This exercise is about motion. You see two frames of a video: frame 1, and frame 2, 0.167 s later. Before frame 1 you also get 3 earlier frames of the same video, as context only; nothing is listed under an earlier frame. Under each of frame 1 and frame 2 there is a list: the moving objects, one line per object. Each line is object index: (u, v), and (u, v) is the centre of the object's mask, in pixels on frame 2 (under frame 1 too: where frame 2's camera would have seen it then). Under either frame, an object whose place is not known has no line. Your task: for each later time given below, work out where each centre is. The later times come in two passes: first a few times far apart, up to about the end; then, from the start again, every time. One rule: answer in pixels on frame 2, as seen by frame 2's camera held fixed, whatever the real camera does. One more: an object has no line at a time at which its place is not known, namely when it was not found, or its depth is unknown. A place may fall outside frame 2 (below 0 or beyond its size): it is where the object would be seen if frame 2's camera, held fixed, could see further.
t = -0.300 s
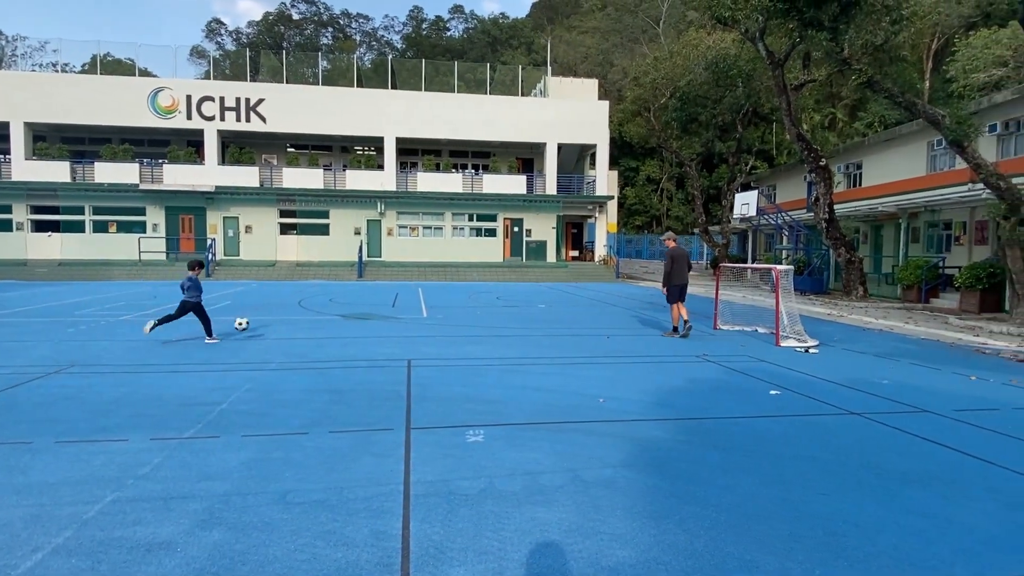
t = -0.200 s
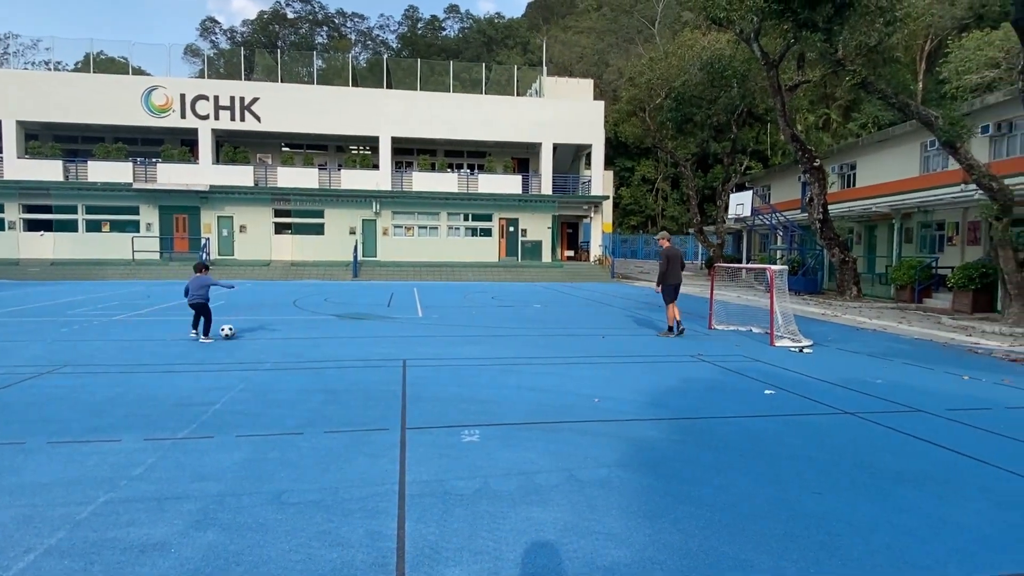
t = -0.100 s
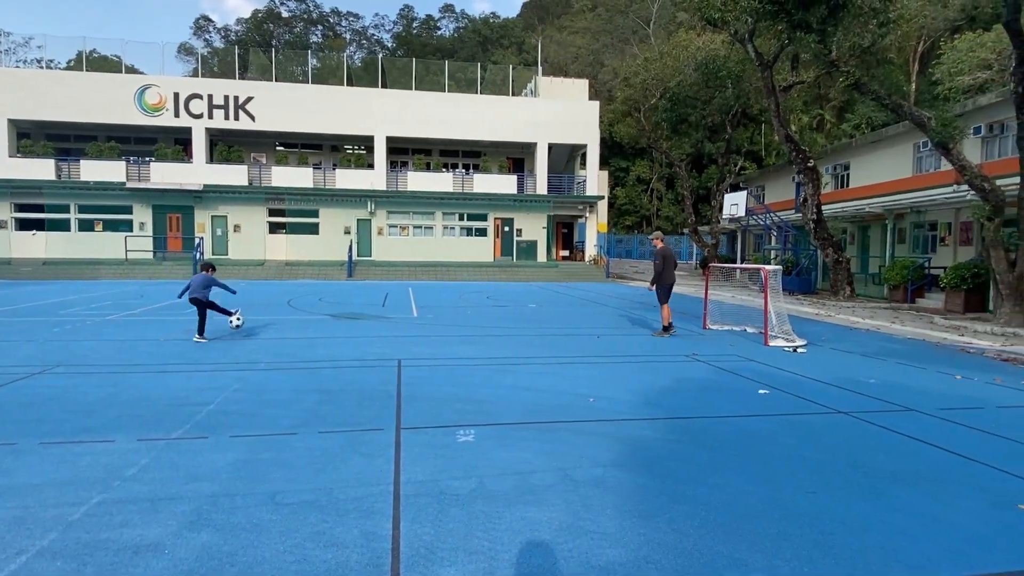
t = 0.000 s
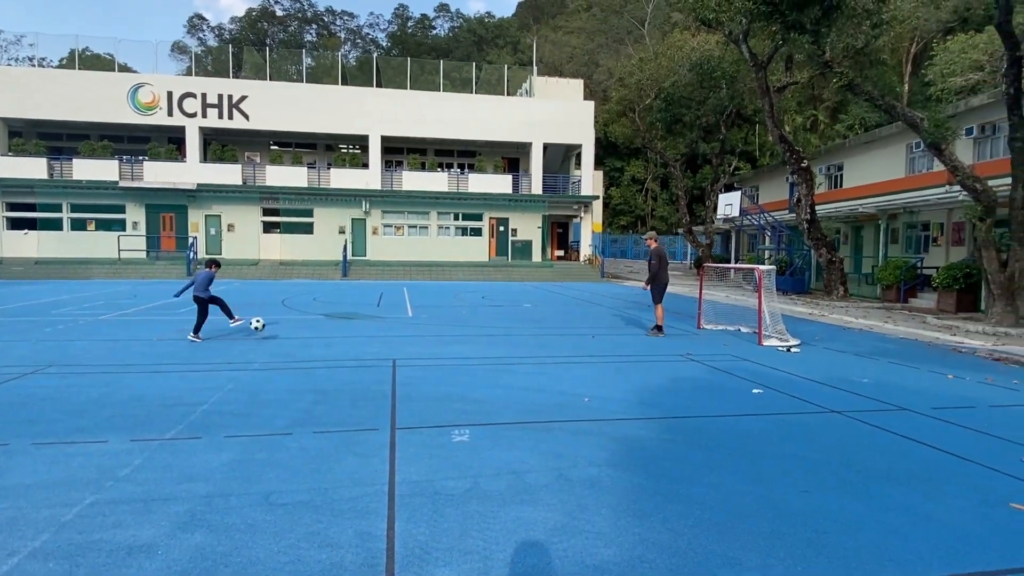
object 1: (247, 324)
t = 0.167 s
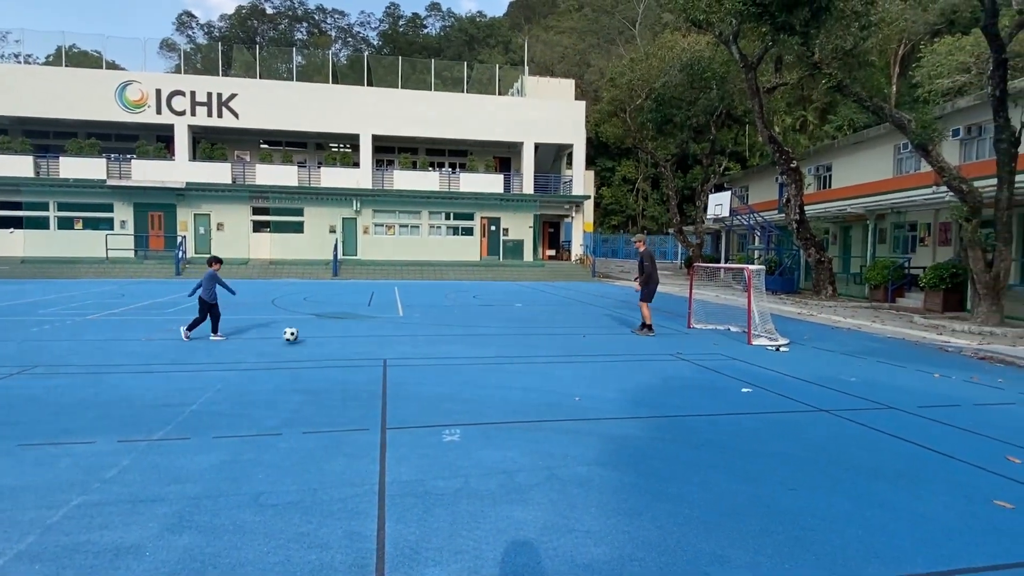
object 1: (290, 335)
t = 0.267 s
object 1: (306, 331)
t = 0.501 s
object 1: (344, 340)
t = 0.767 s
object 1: (391, 346)
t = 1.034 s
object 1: (442, 352)
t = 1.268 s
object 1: (491, 359)
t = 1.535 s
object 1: (550, 366)
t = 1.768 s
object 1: (605, 373)
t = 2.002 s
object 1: (665, 380)
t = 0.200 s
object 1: (295, 333)
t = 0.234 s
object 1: (300, 332)
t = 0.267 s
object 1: (306, 331)
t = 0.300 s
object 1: (311, 331)
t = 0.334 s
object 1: (316, 332)
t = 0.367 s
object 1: (321, 334)
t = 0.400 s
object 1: (327, 336)
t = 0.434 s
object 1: (332, 340)
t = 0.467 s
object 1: (338, 342)
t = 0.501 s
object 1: (344, 340)
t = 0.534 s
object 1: (349, 339)
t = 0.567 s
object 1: (355, 339)
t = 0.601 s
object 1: (361, 339)
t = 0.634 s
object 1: (367, 340)
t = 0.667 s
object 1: (373, 342)
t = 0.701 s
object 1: (379, 345)
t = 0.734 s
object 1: (385, 348)
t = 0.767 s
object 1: (391, 346)
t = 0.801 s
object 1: (397, 346)
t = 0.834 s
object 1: (404, 346)
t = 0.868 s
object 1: (410, 347)
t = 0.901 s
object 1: (416, 350)
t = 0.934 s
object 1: (423, 352)
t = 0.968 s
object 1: (430, 352)
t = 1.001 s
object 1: (436, 351)
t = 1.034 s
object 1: (442, 352)
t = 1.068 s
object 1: (449, 354)
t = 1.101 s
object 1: (456, 356)
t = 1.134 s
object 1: (463, 356)
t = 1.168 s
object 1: (470, 356)
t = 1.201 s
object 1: (477, 357)
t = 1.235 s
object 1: (484, 358)
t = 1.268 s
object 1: (491, 359)
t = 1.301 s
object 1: (498, 360)
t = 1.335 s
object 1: (505, 361)
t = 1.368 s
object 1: (512, 362)
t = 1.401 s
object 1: (520, 363)
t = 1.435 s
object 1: (527, 364)
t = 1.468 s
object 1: (535, 364)
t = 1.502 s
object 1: (542, 365)
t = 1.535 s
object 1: (550, 366)
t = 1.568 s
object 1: (557, 367)
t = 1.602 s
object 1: (565, 368)
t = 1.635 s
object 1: (573, 369)
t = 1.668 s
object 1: (581, 370)
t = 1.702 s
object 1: (589, 371)
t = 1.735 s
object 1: (597, 372)
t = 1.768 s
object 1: (605, 373)
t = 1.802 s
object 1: (613, 373)
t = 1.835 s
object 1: (622, 375)
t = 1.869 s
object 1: (630, 375)
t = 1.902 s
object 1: (639, 377)
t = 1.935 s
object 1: (648, 377)
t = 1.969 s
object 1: (656, 378)
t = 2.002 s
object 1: (665, 380)
